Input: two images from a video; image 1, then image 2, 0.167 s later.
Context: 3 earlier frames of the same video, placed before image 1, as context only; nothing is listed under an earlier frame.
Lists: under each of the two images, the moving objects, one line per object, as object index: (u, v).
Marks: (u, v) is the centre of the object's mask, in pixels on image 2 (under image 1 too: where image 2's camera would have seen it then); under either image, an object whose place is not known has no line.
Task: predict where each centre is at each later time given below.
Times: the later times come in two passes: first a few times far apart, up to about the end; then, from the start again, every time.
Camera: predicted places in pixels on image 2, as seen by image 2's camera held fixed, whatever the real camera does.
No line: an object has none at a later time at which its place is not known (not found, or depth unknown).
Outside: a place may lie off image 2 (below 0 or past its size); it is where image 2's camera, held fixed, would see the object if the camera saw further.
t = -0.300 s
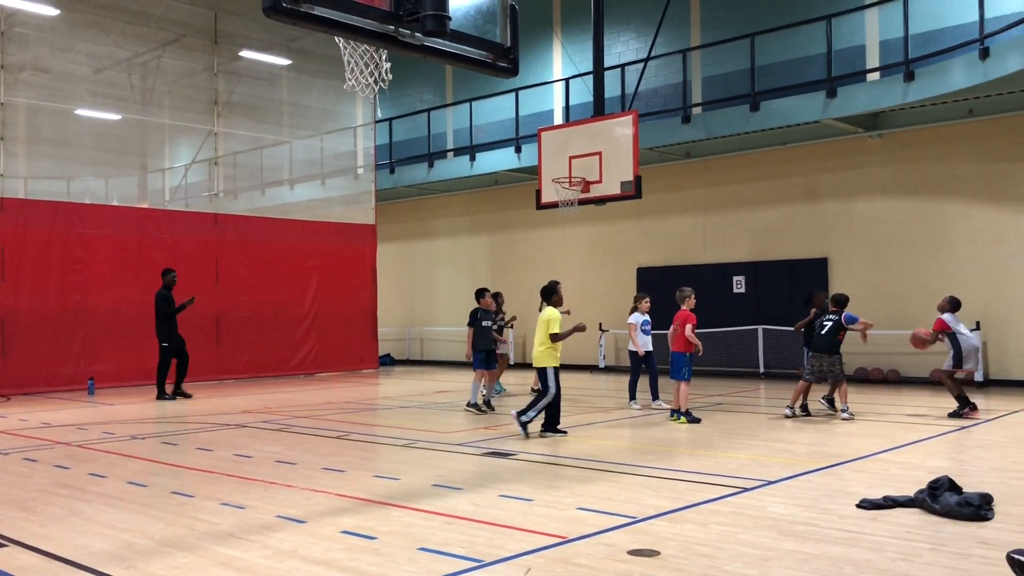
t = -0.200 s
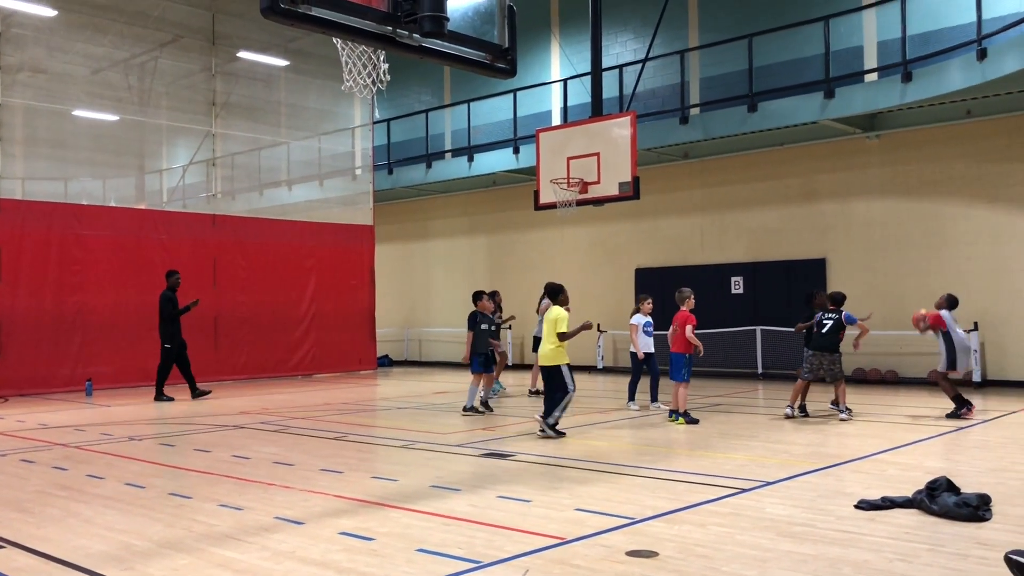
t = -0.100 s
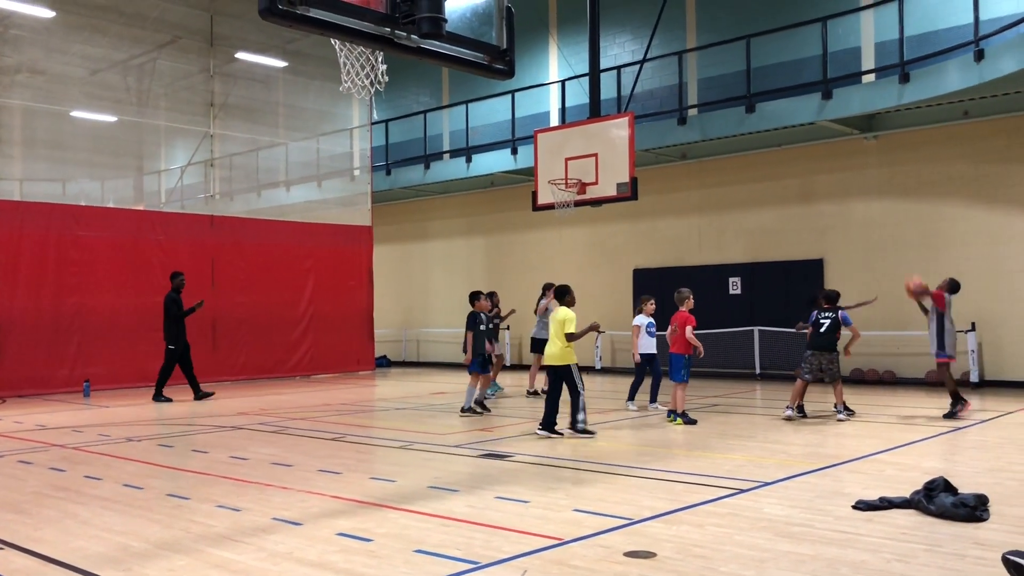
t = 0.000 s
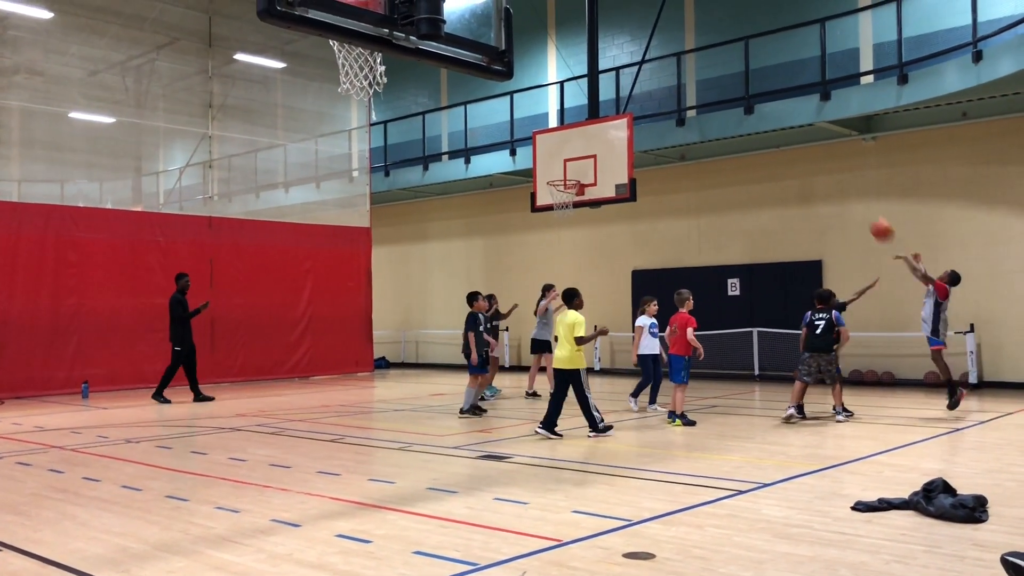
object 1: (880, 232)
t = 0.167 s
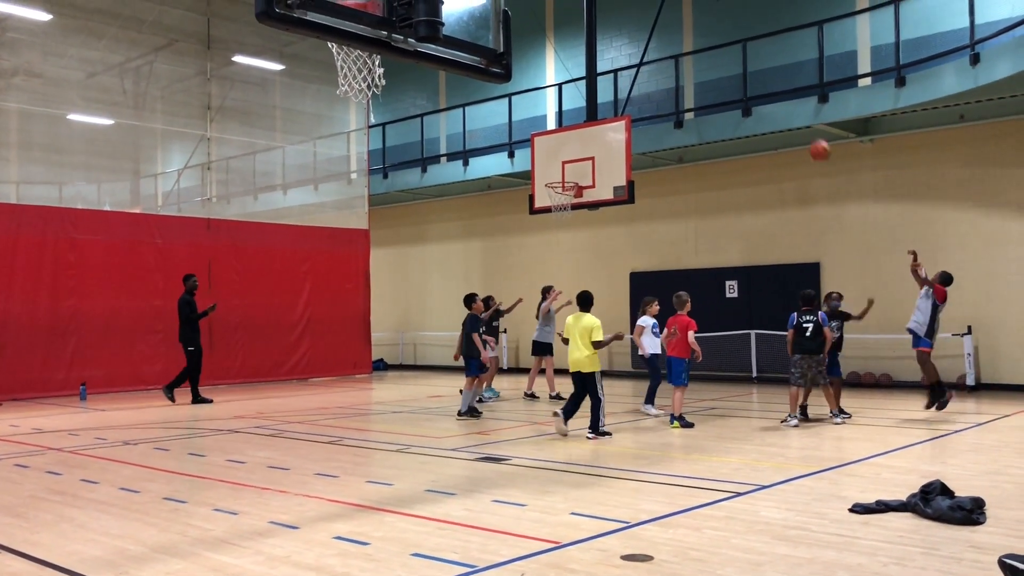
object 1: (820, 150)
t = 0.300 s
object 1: (777, 107)
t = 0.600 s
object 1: (693, 69)
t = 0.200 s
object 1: (809, 137)
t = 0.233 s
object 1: (797, 126)
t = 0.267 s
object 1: (787, 116)
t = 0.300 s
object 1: (777, 107)
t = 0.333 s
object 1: (767, 99)
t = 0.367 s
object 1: (757, 91)
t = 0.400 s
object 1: (747, 85)
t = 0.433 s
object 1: (738, 81)
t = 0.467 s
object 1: (728, 77)
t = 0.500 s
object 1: (719, 73)
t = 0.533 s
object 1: (710, 71)
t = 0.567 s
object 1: (701, 70)
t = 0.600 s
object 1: (693, 69)
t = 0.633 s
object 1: (684, 70)
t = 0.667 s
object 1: (676, 71)
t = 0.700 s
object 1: (668, 73)
